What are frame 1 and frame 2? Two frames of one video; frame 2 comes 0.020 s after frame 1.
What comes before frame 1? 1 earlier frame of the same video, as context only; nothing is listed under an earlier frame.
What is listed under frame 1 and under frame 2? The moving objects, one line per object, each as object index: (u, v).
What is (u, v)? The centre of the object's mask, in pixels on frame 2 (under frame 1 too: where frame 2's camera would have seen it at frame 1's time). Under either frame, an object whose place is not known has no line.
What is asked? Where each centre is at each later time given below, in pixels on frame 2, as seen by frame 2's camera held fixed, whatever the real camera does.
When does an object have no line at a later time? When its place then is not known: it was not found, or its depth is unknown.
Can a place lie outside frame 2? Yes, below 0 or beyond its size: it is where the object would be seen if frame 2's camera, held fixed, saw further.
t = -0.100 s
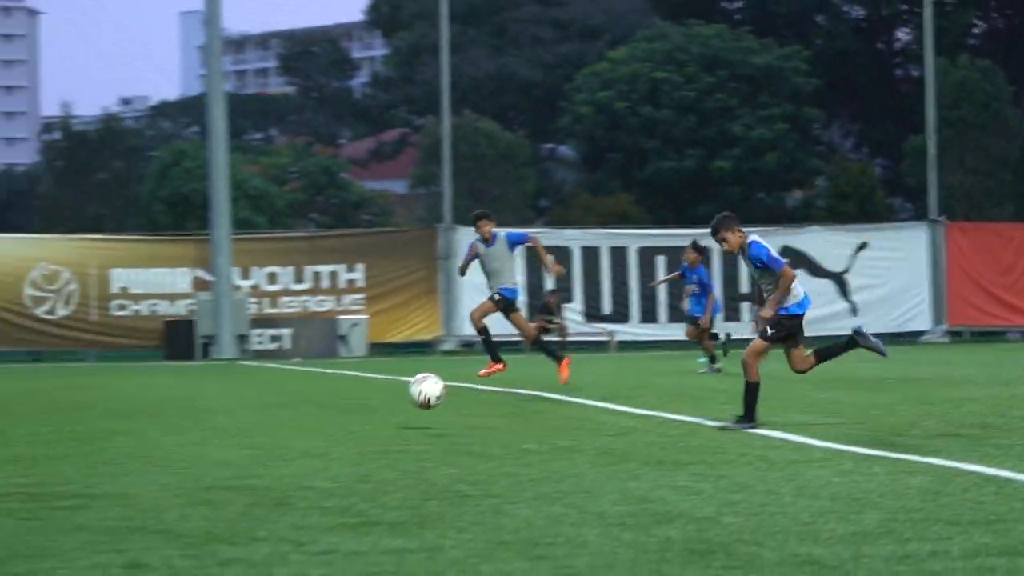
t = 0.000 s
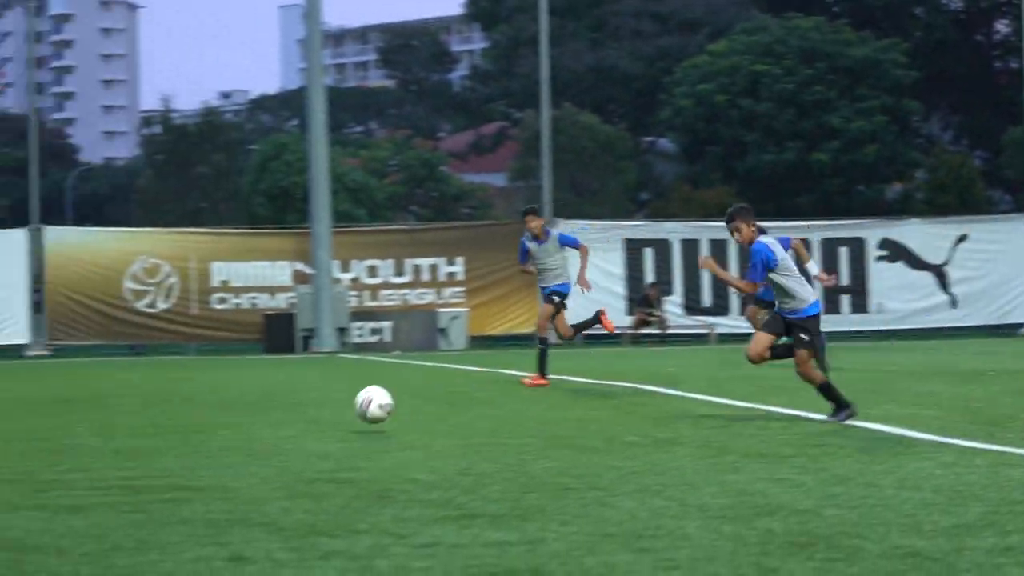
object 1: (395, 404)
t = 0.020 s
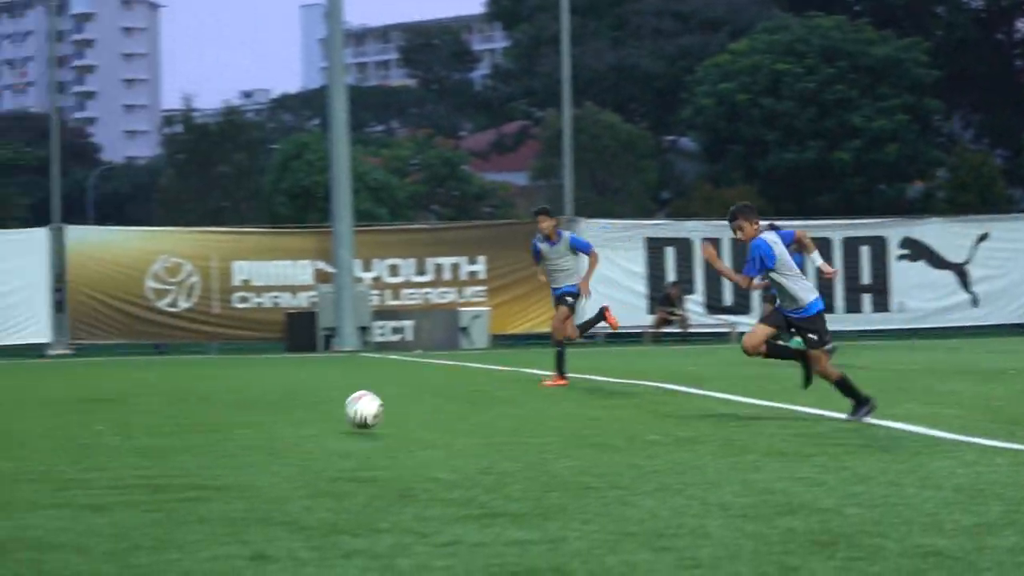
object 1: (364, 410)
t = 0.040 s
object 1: (332, 417)
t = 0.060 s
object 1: (302, 421)
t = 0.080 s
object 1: (276, 417)
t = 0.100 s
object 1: (250, 414)
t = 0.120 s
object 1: (224, 411)
